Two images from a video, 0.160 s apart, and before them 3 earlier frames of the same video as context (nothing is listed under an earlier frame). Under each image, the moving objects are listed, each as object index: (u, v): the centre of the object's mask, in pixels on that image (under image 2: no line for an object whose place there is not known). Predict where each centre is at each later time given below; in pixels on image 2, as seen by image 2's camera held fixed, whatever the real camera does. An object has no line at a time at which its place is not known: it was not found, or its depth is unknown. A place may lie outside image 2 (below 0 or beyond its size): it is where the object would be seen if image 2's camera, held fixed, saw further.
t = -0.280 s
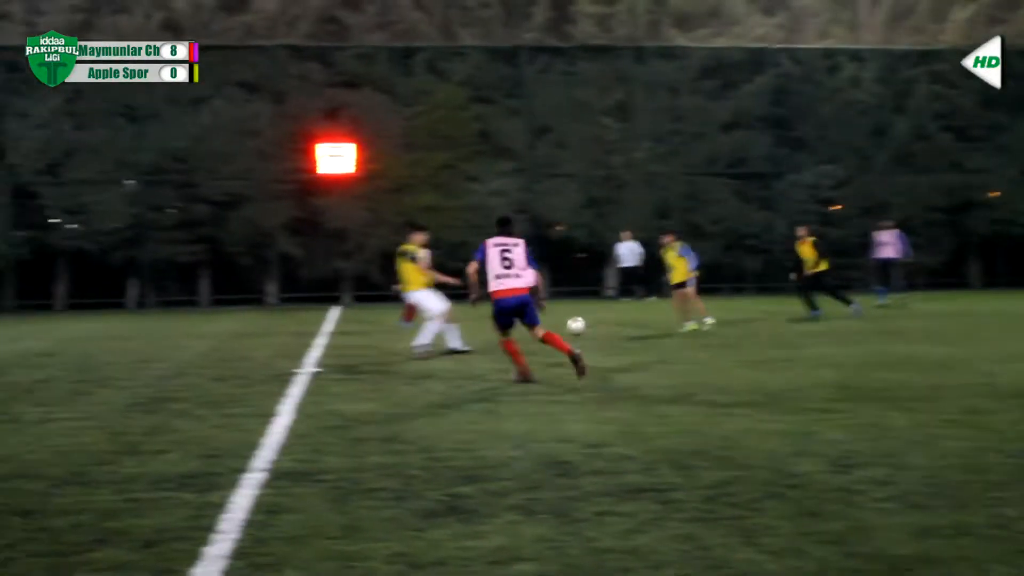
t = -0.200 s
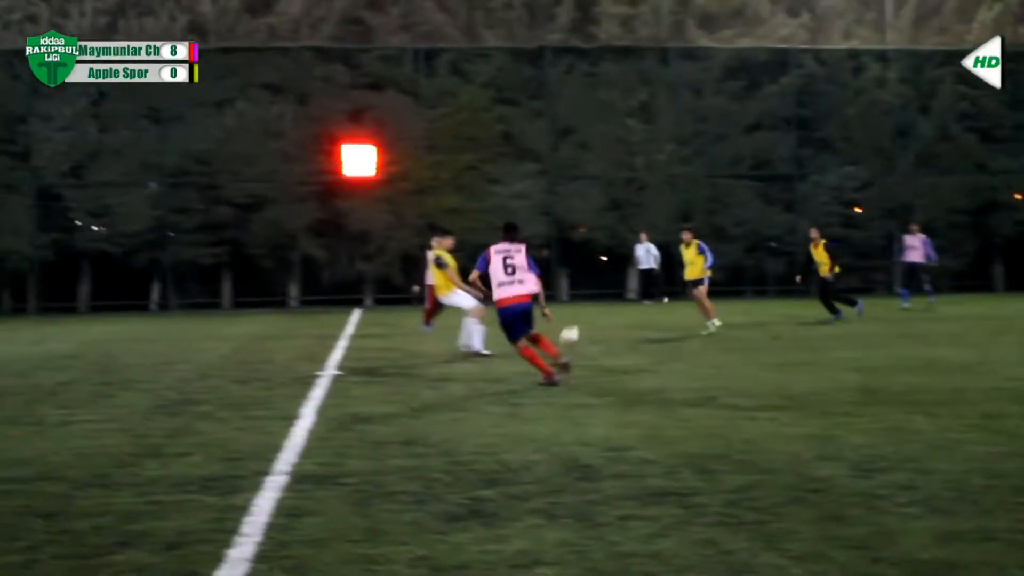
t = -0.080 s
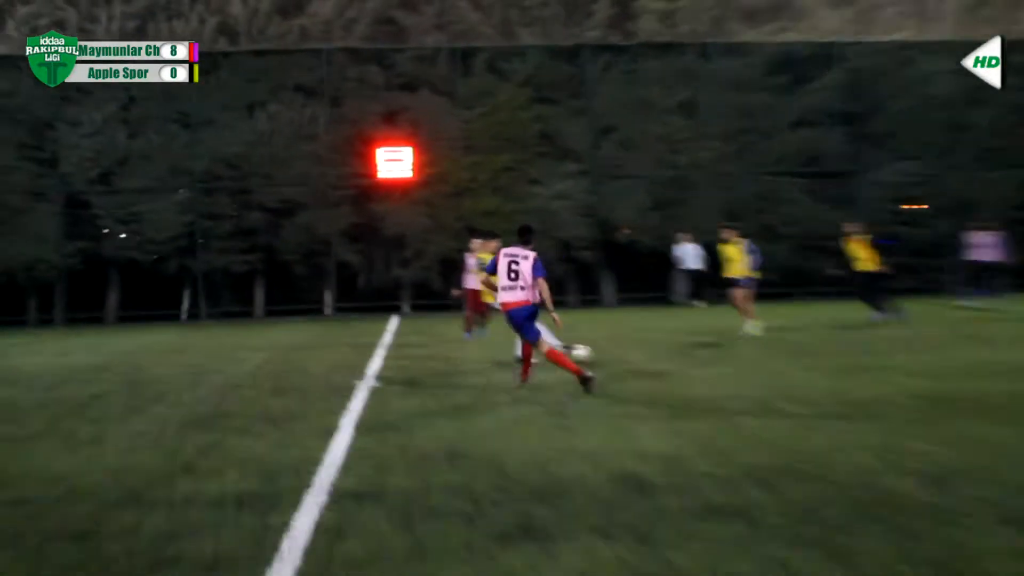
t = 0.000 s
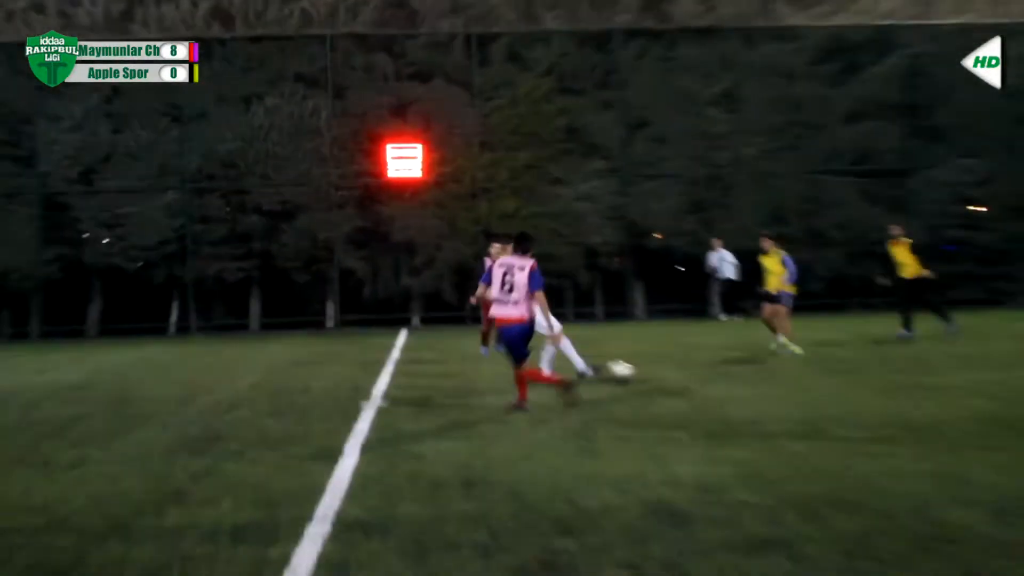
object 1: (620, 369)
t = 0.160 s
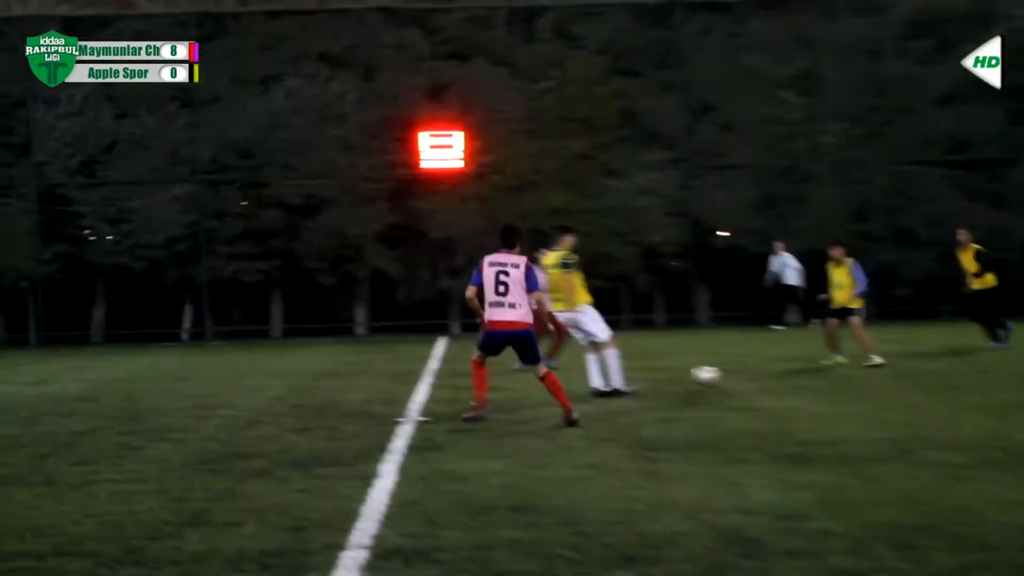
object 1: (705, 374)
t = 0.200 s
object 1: (715, 375)
